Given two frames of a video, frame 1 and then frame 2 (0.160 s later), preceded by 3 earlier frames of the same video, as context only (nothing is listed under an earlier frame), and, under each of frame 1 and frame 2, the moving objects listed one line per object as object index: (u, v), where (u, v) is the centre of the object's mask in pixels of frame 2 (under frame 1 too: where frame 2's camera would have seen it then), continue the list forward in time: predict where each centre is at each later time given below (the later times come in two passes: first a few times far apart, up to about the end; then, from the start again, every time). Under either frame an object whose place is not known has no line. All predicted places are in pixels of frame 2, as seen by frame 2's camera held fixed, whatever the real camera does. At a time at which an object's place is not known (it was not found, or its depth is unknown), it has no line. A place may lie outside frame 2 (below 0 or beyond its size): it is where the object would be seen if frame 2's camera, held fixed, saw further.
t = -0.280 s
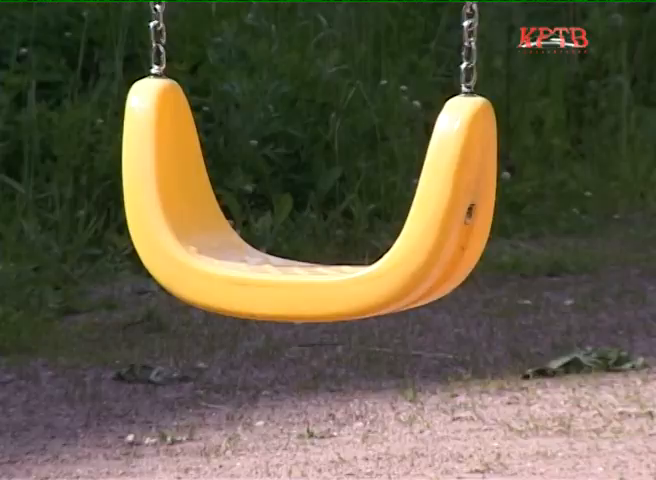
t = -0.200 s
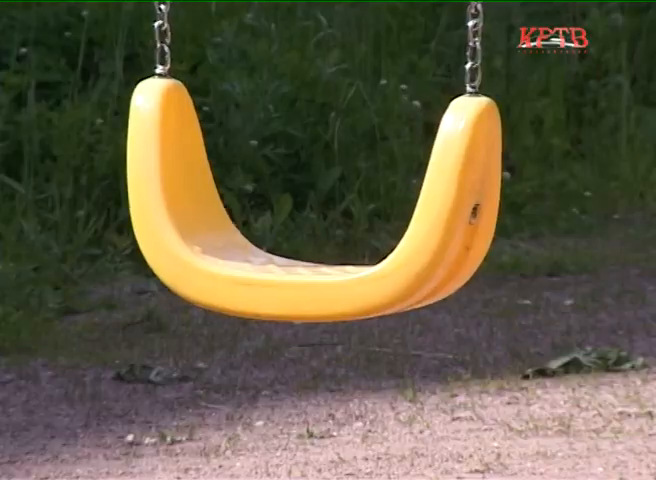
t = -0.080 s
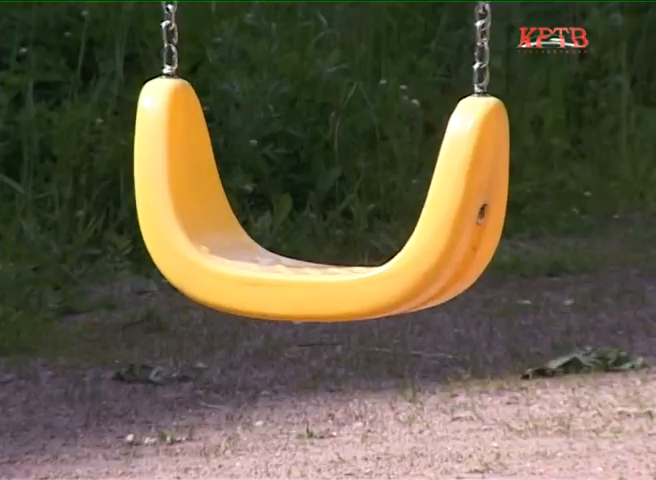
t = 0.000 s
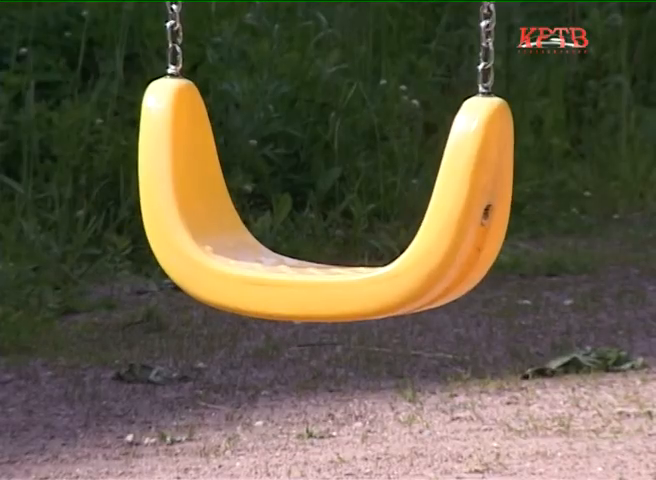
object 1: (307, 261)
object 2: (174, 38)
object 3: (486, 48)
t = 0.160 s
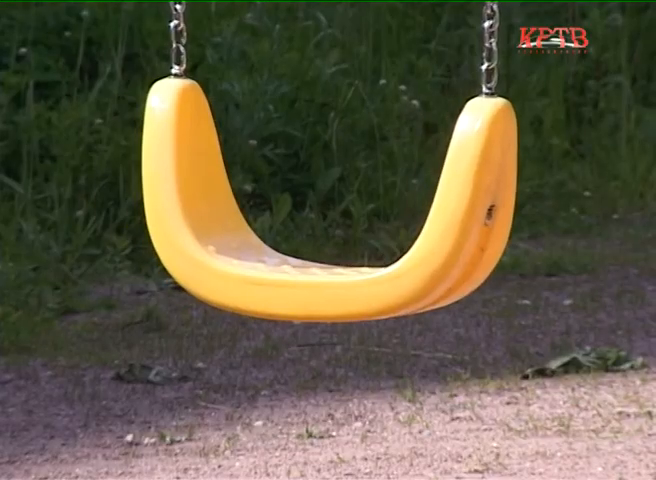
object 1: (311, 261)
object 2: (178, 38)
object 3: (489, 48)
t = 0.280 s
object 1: (310, 261)
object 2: (176, 38)
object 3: (487, 48)
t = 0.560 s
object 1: (291, 261)
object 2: (160, 39)
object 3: (471, 48)
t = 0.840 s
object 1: (273, 263)
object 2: (134, 38)
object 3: (444, 47)
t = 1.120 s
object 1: (247, 259)
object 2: (113, 38)
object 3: (423, 46)
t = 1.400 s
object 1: (252, 260)
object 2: (116, 38)
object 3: (426, 46)
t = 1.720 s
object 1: (283, 263)
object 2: (146, 39)
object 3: (458, 47)
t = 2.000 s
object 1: (309, 262)
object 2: (176, 39)
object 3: (486, 48)
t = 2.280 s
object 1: (326, 265)
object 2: (193, 39)
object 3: (503, 49)
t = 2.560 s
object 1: (313, 266)
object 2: (182, 39)
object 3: (493, 49)
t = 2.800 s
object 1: (285, 265)
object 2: (155, 40)
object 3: (467, 49)
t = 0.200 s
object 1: (311, 261)
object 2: (177, 38)
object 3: (489, 47)
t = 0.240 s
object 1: (310, 261)
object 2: (177, 38)
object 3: (488, 48)
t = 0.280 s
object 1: (310, 261)
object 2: (176, 38)
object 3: (487, 48)
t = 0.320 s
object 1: (307, 261)
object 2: (174, 38)
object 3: (486, 47)
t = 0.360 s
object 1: (306, 261)
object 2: (173, 38)
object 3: (485, 48)
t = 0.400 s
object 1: (304, 261)
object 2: (172, 38)
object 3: (483, 48)
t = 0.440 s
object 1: (301, 261)
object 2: (169, 38)
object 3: (480, 48)
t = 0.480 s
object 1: (300, 262)
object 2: (165, 38)
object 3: (476, 48)
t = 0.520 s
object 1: (298, 262)
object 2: (162, 38)
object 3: (473, 48)
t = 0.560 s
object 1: (291, 261)
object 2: (160, 39)
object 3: (471, 48)
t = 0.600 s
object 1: (292, 262)
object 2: (156, 38)
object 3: (468, 47)
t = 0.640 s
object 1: (284, 261)
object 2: (152, 38)
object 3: (463, 47)
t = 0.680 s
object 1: (279, 261)
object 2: (148, 38)
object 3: (458, 48)
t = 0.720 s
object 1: (278, 262)
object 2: (145, 38)
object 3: (456, 48)
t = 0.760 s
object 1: (274, 262)
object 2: (141, 38)
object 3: (451, 48)
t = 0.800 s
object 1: (270, 262)
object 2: (137, 38)
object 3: (447, 47)
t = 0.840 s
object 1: (273, 263)
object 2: (134, 38)
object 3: (444, 47)
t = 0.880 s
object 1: (264, 262)
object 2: (131, 38)
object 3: (441, 47)
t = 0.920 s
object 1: (262, 262)
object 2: (127, 37)
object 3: (437, 47)
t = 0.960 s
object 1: (255, 261)
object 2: (123, 38)
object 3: (433, 46)
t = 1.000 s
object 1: (250, 260)
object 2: (120, 38)
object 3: (429, 47)
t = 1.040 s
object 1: (253, 260)
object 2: (117, 38)
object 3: (426, 47)
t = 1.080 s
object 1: (248, 259)
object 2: (116, 38)
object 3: (425, 47)
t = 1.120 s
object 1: (247, 259)
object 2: (113, 38)
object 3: (423, 46)
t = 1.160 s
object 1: (247, 259)
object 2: (112, 38)
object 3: (421, 46)
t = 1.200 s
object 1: (245, 259)
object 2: (111, 38)
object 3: (420, 46)
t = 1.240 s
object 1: (245, 259)
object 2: (112, 37)
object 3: (421, 46)
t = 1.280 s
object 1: (250, 260)
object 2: (112, 38)
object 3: (421, 46)
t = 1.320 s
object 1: (251, 260)
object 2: (113, 38)
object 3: (422, 46)
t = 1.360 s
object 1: (251, 260)
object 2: (115, 38)
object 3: (425, 46)
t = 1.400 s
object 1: (252, 260)
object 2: (116, 38)
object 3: (426, 46)
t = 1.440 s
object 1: (254, 260)
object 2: (119, 38)
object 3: (429, 46)
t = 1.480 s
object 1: (253, 260)
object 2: (120, 38)
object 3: (431, 46)
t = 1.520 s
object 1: (260, 261)
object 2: (123, 38)
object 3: (434, 46)
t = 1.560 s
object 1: (264, 261)
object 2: (127, 38)
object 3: (438, 46)
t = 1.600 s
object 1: (265, 261)
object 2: (132, 38)
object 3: (443, 47)
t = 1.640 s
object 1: (271, 262)
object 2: (136, 39)
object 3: (447, 47)
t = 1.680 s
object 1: (280, 263)
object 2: (141, 39)
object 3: (452, 47)
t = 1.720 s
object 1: (283, 263)
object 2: (146, 39)
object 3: (458, 47)
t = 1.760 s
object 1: (286, 263)
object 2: (150, 39)
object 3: (462, 47)
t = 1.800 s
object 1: (293, 263)
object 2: (156, 38)
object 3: (468, 48)
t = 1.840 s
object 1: (293, 262)
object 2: (159, 39)
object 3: (471, 48)
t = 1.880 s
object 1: (298, 262)
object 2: (164, 39)
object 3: (475, 48)
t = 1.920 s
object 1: (303, 262)
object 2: (167, 39)
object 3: (478, 48)
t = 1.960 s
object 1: (307, 262)
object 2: (172, 39)
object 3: (482, 48)
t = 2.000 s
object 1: (309, 262)
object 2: (176, 39)
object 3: (486, 48)
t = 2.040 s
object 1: (311, 262)
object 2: (179, 39)
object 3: (490, 49)
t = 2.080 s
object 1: (316, 263)
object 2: (182, 39)
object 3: (493, 48)
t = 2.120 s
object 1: (316, 263)
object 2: (186, 39)
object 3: (496, 49)
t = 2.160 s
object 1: (322, 264)
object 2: (189, 39)
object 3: (500, 49)
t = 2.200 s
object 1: (326, 265)
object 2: (191, 39)
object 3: (501, 49)
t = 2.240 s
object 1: (326, 265)
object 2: (192, 39)
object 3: (502, 49)
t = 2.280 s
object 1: (326, 265)
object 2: (193, 39)
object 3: (503, 49)
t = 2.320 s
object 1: (327, 265)
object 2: (193, 39)
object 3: (504, 49)
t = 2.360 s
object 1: (326, 265)
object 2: (193, 39)
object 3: (503, 49)
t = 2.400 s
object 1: (322, 265)
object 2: (191, 39)
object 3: (502, 49)
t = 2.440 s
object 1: (320, 265)
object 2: (189, 39)
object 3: (499, 49)
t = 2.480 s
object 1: (319, 266)
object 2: (187, 39)
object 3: (497, 49)
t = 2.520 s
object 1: (316, 266)
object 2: (185, 39)
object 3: (495, 49)
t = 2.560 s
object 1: (313, 266)
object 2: (182, 39)
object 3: (493, 49)
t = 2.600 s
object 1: (314, 267)
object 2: (179, 39)
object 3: (490, 49)
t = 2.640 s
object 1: (304, 266)
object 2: (174, 39)
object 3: (485, 50)
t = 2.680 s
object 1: (305, 267)
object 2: (169, 40)
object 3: (480, 49)
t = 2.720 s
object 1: (299, 266)
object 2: (165, 40)
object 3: (477, 49)
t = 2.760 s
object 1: (295, 266)
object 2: (161, 40)
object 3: (472, 49)
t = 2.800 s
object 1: (285, 265)
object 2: (155, 40)
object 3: (467, 49)
